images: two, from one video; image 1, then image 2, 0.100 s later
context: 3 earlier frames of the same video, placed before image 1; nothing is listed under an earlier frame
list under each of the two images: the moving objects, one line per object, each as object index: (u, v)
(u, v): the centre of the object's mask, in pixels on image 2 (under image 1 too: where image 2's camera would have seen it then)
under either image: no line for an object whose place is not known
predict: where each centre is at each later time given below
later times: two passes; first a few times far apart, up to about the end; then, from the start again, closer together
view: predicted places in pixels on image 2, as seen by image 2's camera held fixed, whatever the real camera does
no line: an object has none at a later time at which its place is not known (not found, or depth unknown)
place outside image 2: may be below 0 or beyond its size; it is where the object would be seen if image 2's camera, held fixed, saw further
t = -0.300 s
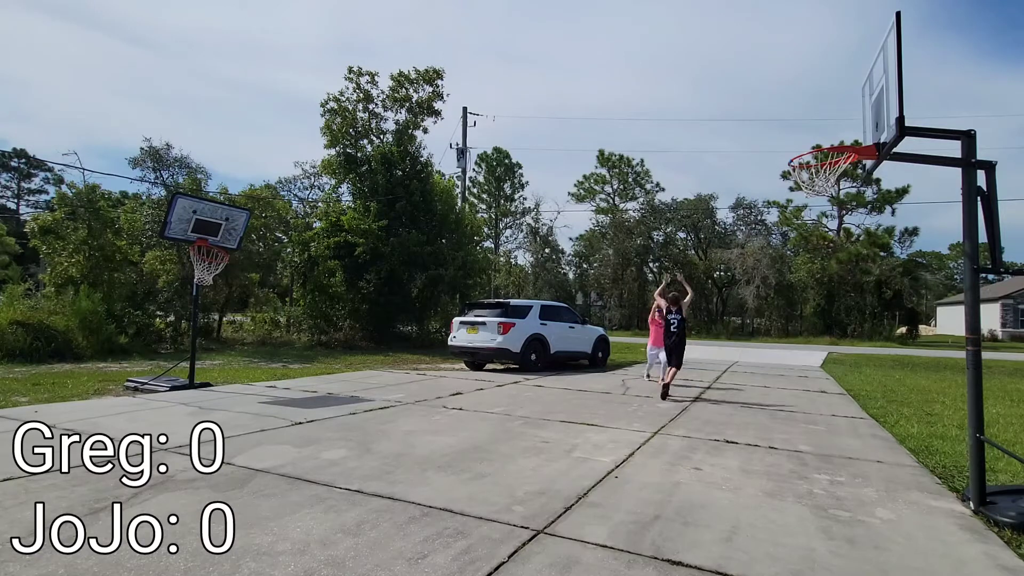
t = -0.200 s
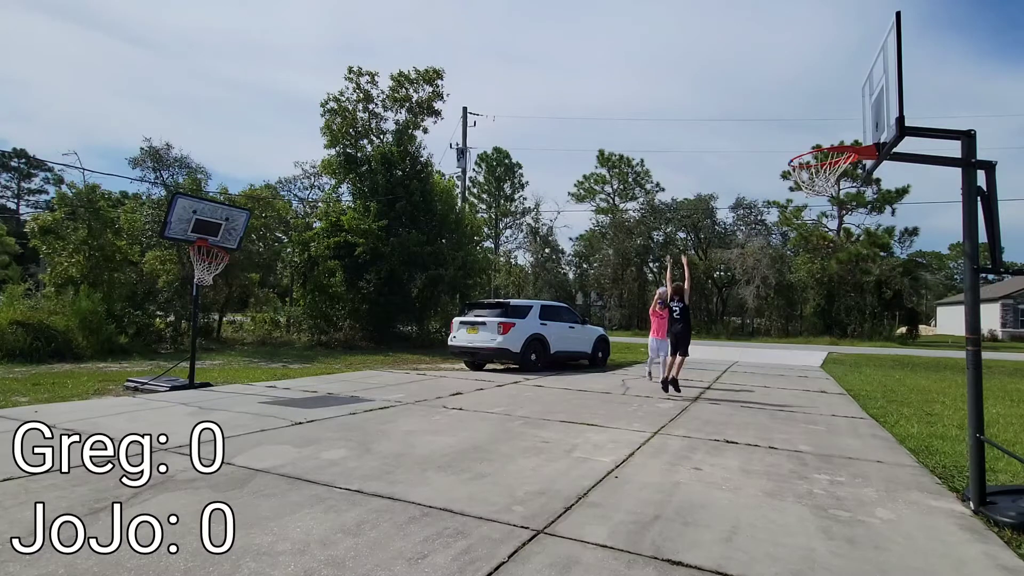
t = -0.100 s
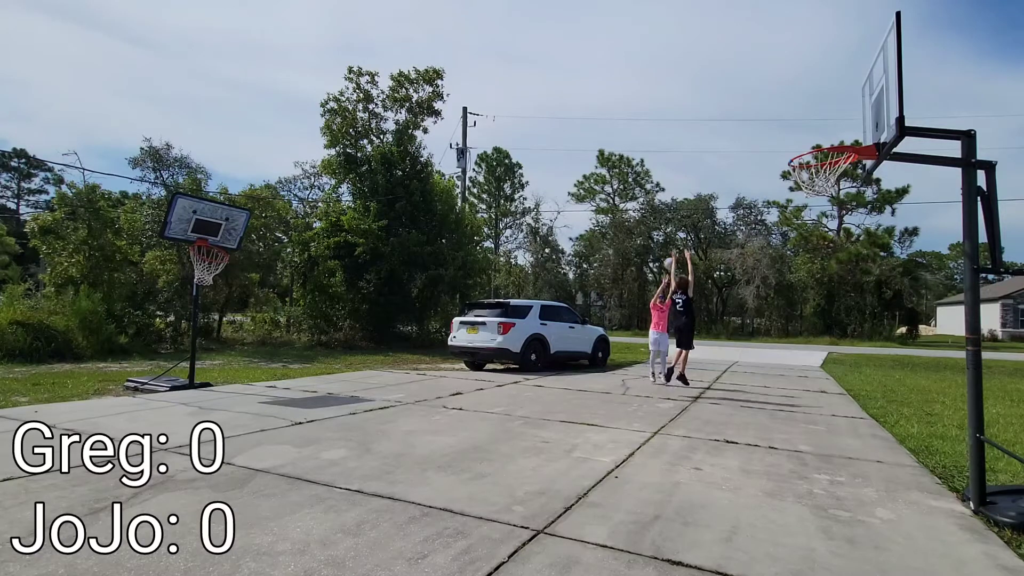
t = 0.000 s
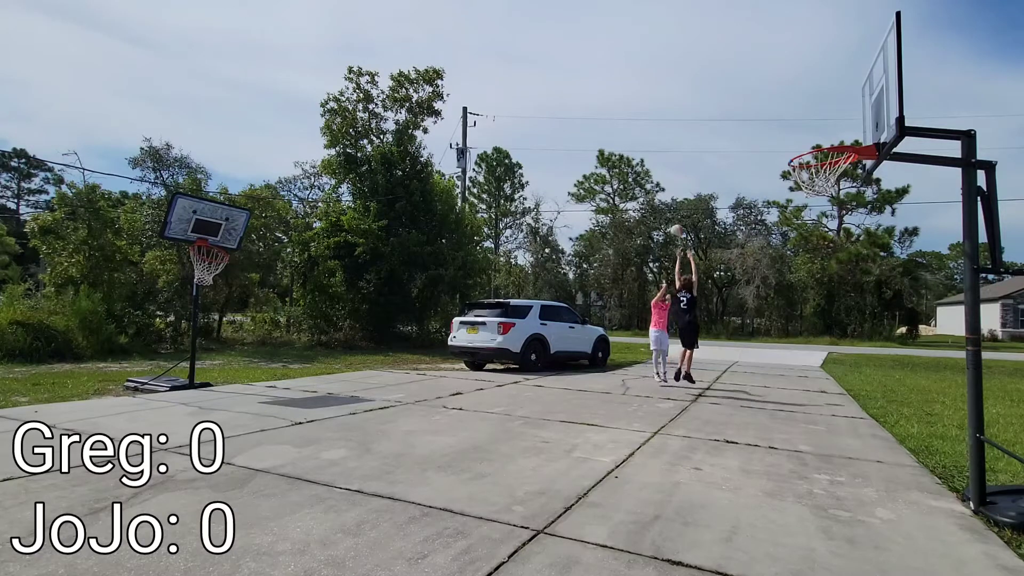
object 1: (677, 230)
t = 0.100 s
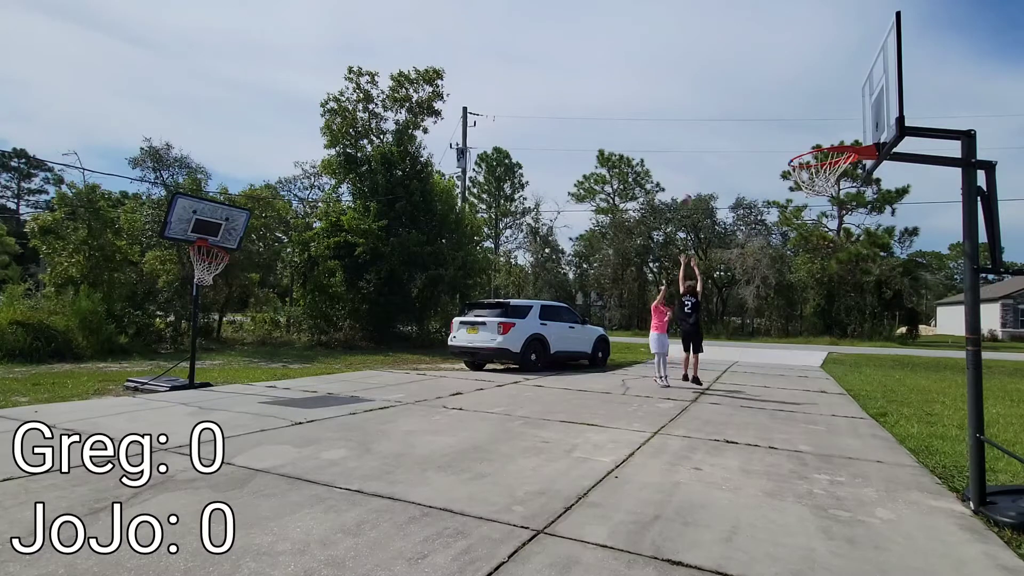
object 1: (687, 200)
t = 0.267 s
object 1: (701, 154)
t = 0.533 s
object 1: (735, 98)
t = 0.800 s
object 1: (784, 81)
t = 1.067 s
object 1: (869, 152)
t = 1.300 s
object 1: (1012, 424)
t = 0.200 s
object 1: (695, 172)
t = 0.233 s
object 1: (698, 163)
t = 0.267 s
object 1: (701, 154)
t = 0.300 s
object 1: (705, 146)
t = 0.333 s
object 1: (708, 138)
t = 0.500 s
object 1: (730, 103)
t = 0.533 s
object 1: (735, 98)
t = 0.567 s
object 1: (740, 93)
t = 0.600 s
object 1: (745, 89)
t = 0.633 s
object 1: (751, 85)
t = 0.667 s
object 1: (757, 83)
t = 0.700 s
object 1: (763, 81)
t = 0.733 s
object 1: (770, 80)
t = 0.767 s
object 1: (776, 80)
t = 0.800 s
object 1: (784, 81)
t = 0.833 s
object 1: (791, 83)
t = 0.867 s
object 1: (800, 87)
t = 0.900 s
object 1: (809, 92)
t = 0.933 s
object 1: (819, 99)
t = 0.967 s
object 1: (830, 108)
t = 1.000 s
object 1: (842, 120)
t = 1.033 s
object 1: (855, 134)
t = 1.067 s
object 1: (869, 152)
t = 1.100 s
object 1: (886, 172)
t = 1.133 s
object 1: (905, 197)
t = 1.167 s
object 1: (925, 228)
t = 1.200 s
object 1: (948, 265)
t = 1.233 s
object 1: (973, 309)
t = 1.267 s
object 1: (998, 362)
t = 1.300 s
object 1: (1012, 424)
